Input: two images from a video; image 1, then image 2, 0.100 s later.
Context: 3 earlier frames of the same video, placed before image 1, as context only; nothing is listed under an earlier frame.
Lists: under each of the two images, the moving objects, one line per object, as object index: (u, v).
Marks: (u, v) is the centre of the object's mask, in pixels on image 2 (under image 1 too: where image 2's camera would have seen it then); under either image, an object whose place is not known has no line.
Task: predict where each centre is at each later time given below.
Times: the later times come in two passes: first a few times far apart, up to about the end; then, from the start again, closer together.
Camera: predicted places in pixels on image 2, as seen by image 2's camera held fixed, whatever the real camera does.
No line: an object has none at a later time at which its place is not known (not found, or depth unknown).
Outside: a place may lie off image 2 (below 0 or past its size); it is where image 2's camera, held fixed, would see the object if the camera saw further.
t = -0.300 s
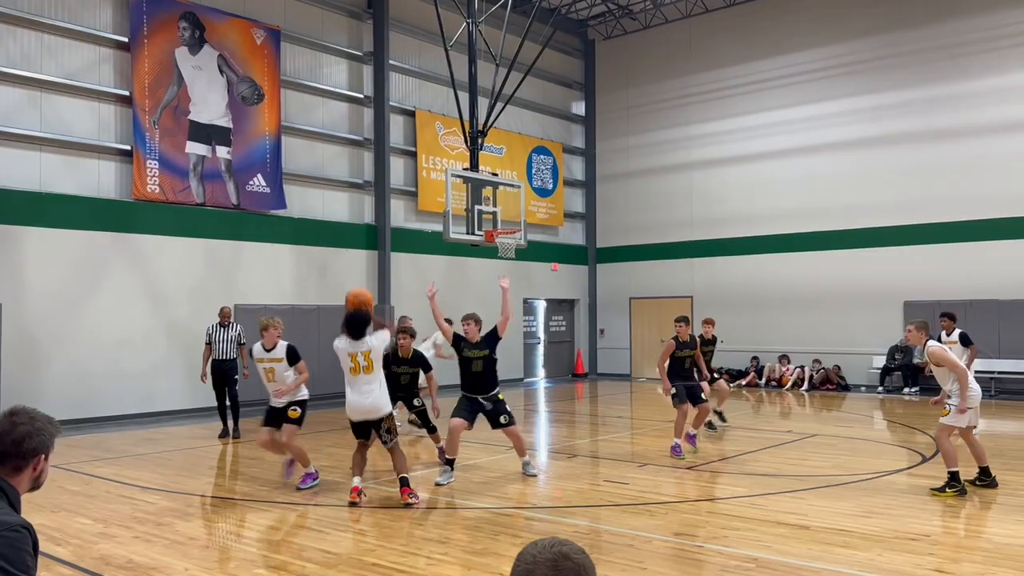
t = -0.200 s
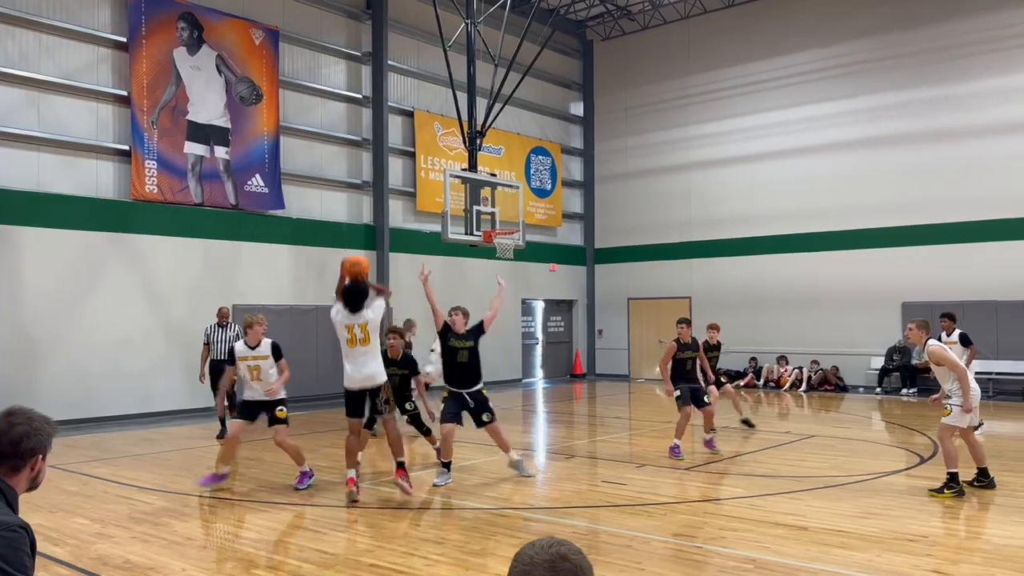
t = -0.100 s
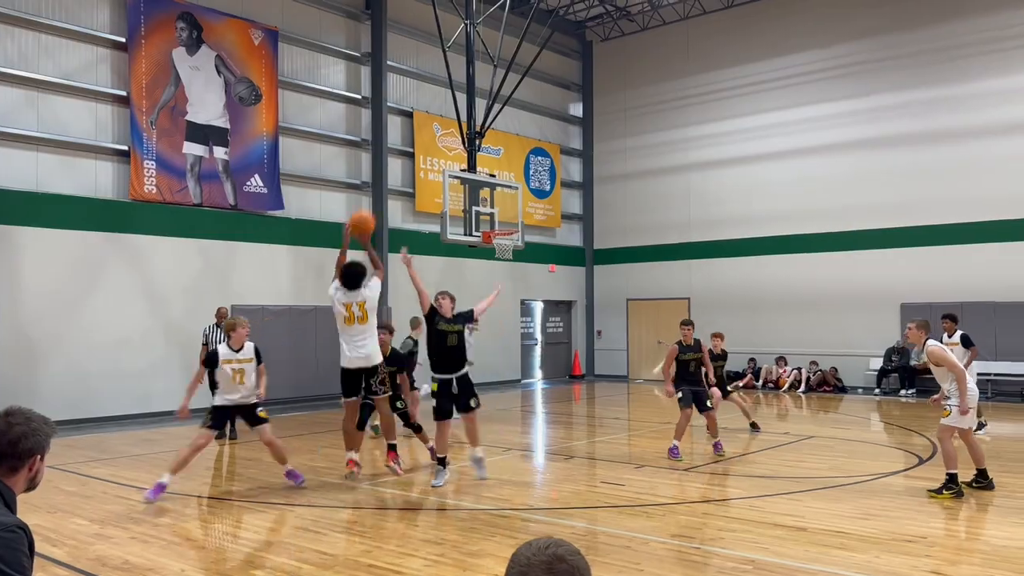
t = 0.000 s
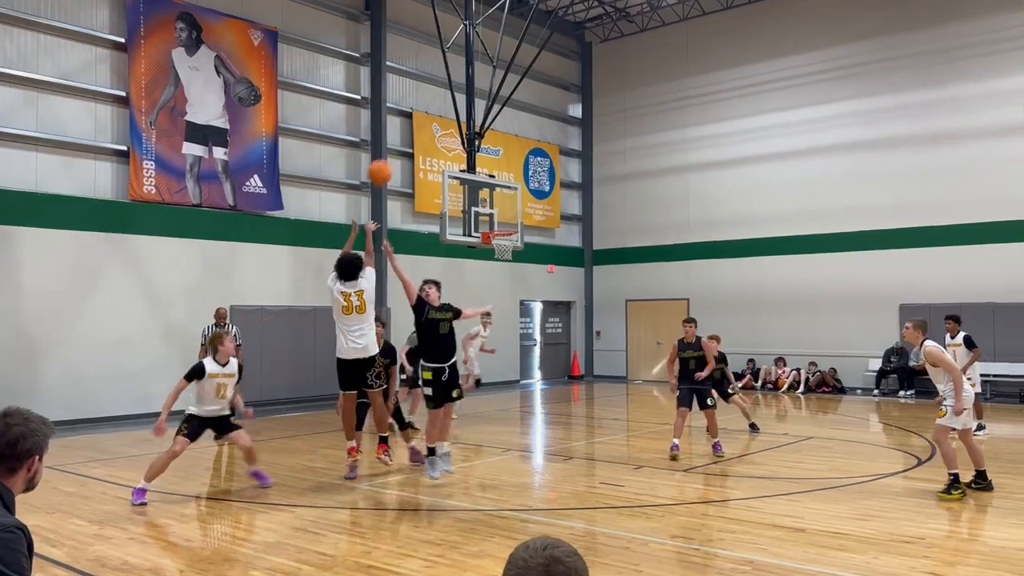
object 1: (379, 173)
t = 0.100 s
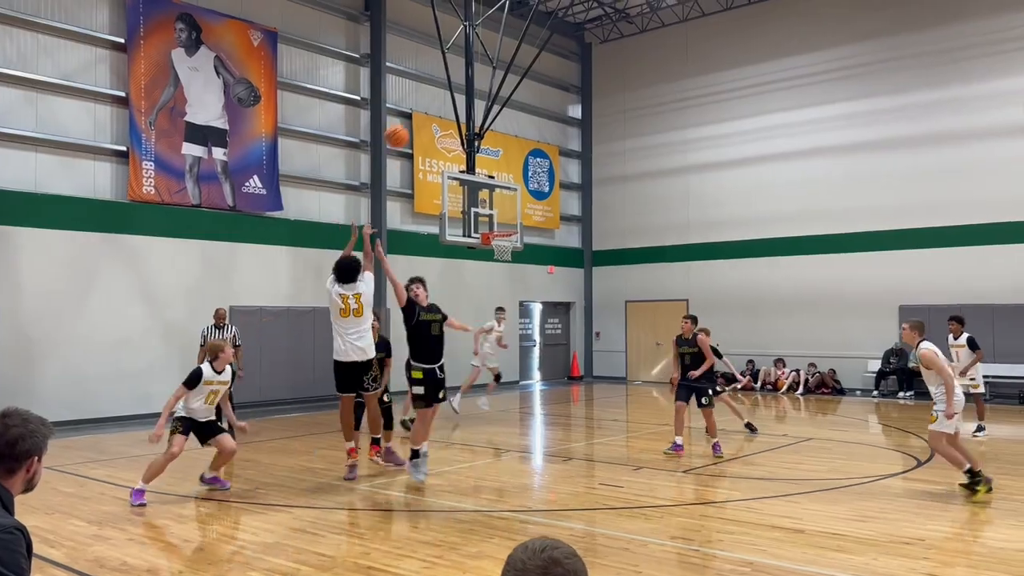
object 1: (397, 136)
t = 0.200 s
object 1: (412, 112)
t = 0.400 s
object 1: (439, 93)
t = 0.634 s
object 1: (465, 112)
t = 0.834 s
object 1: (482, 154)
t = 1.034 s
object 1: (497, 214)
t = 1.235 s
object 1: (507, 247)
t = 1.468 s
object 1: (514, 261)
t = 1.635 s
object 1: (518, 291)
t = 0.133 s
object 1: (402, 127)
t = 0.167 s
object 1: (407, 118)
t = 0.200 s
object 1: (412, 112)
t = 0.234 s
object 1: (417, 106)
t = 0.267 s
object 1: (421, 102)
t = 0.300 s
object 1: (426, 98)
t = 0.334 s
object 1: (431, 95)
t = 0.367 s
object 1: (435, 94)
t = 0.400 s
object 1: (439, 93)
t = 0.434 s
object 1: (443, 93)
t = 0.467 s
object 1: (447, 94)
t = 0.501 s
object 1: (450, 97)
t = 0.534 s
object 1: (454, 99)
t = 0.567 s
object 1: (457, 103)
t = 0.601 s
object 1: (461, 107)
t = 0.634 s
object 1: (465, 112)
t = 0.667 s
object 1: (467, 117)
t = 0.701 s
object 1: (470, 123)
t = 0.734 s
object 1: (473, 130)
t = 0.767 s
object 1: (476, 137)
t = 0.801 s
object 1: (479, 145)
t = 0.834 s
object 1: (482, 154)
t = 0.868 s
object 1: (484, 164)
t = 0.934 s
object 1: (490, 182)
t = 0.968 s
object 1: (492, 192)
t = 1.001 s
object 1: (494, 203)
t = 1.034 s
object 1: (497, 214)
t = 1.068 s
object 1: (499, 225)
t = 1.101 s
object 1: (502, 237)
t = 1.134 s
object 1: (503, 249)
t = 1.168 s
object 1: (505, 248)
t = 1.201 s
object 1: (507, 247)
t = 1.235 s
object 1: (507, 247)
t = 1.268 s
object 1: (508, 247)
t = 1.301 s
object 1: (508, 247)
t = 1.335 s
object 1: (510, 248)
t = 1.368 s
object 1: (511, 251)
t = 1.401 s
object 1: (512, 255)
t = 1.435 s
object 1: (513, 257)
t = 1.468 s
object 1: (514, 261)
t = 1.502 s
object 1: (514, 266)
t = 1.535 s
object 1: (515, 271)
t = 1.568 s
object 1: (516, 277)
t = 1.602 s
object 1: (517, 284)
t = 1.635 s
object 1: (518, 291)
